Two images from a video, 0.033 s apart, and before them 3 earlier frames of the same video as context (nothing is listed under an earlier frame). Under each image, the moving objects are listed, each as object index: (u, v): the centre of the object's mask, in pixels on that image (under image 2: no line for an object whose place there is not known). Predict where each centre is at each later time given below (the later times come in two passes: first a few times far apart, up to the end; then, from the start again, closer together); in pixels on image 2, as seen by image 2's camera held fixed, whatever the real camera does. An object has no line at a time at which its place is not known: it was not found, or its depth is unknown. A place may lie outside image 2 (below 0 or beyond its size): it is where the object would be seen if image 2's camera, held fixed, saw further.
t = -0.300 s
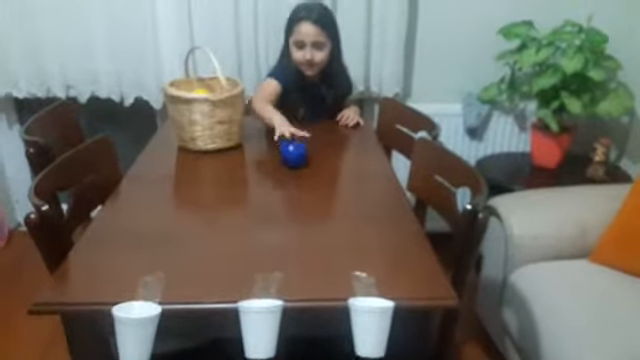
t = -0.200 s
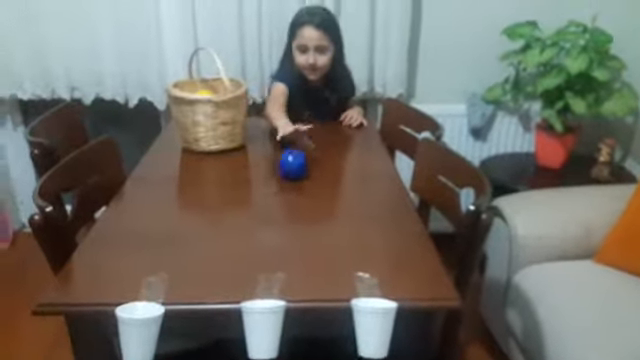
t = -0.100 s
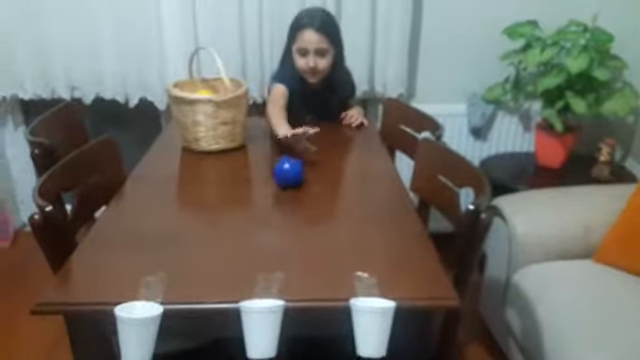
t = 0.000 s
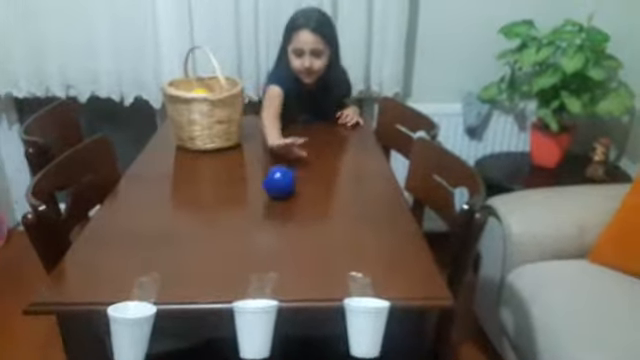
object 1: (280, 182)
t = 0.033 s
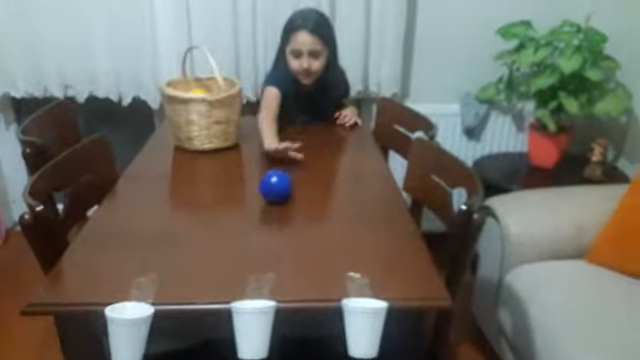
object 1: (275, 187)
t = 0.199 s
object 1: (269, 205)
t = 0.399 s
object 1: (260, 231)
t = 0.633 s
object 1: (249, 267)
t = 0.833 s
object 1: (248, 282)
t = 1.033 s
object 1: (254, 279)
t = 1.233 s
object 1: (231, 261)
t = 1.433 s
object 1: (205, 248)
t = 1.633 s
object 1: (178, 238)
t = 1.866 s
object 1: (142, 231)
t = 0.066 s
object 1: (274, 190)
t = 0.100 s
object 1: (273, 194)
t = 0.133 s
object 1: (272, 198)
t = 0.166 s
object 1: (271, 201)
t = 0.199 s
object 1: (269, 205)
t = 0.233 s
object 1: (267, 207)
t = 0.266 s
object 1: (266, 212)
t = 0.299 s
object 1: (265, 216)
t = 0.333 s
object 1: (263, 221)
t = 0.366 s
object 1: (262, 226)
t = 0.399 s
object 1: (260, 231)
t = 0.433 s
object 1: (259, 236)
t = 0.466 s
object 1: (258, 242)
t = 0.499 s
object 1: (257, 246)
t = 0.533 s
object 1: (255, 252)
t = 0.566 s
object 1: (253, 257)
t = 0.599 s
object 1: (251, 261)
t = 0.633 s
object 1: (249, 267)
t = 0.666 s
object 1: (247, 272)
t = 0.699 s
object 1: (245, 278)
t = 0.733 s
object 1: (243, 281)
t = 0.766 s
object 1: (242, 282)
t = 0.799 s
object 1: (245, 282)
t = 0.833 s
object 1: (248, 282)
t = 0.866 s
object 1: (252, 283)
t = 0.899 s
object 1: (257, 283)
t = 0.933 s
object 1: (260, 284)
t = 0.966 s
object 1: (260, 283)
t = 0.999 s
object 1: (257, 282)
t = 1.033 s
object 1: (254, 279)
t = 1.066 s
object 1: (250, 275)
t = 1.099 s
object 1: (247, 274)
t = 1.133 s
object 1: (244, 270)
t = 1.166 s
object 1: (239, 266)
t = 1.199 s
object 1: (236, 263)
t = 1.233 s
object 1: (231, 261)
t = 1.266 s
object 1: (227, 259)
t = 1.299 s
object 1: (223, 257)
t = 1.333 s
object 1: (219, 255)
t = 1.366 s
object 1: (214, 252)
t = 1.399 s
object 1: (210, 250)
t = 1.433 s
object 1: (205, 248)
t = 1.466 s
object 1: (201, 246)
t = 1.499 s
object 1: (197, 244)
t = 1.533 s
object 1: (192, 242)
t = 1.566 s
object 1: (188, 240)
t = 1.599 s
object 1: (183, 239)
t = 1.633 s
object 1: (178, 238)
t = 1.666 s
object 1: (173, 237)
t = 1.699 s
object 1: (168, 236)
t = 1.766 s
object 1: (157, 234)
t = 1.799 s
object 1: (153, 234)
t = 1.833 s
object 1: (147, 232)
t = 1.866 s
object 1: (142, 231)
